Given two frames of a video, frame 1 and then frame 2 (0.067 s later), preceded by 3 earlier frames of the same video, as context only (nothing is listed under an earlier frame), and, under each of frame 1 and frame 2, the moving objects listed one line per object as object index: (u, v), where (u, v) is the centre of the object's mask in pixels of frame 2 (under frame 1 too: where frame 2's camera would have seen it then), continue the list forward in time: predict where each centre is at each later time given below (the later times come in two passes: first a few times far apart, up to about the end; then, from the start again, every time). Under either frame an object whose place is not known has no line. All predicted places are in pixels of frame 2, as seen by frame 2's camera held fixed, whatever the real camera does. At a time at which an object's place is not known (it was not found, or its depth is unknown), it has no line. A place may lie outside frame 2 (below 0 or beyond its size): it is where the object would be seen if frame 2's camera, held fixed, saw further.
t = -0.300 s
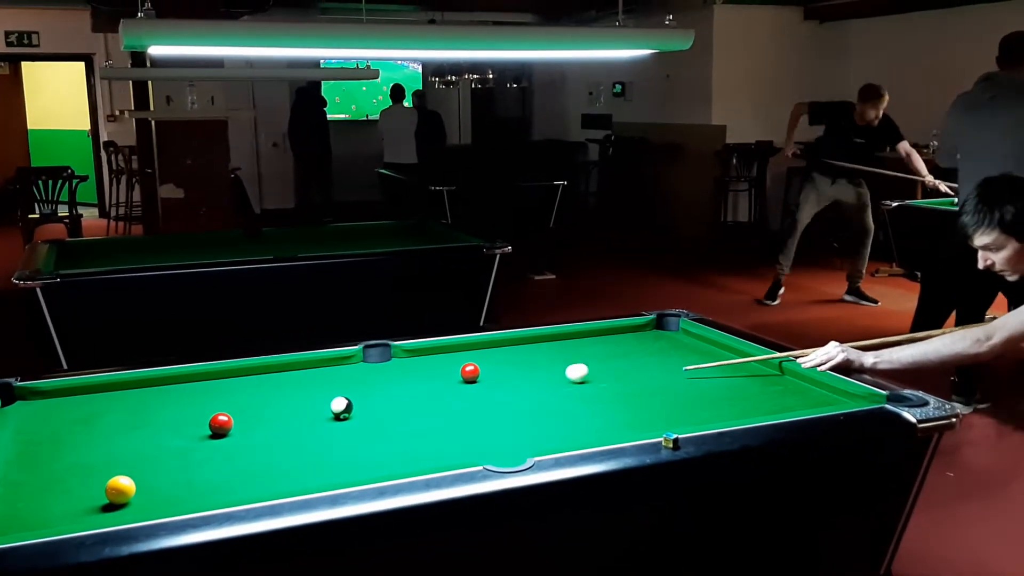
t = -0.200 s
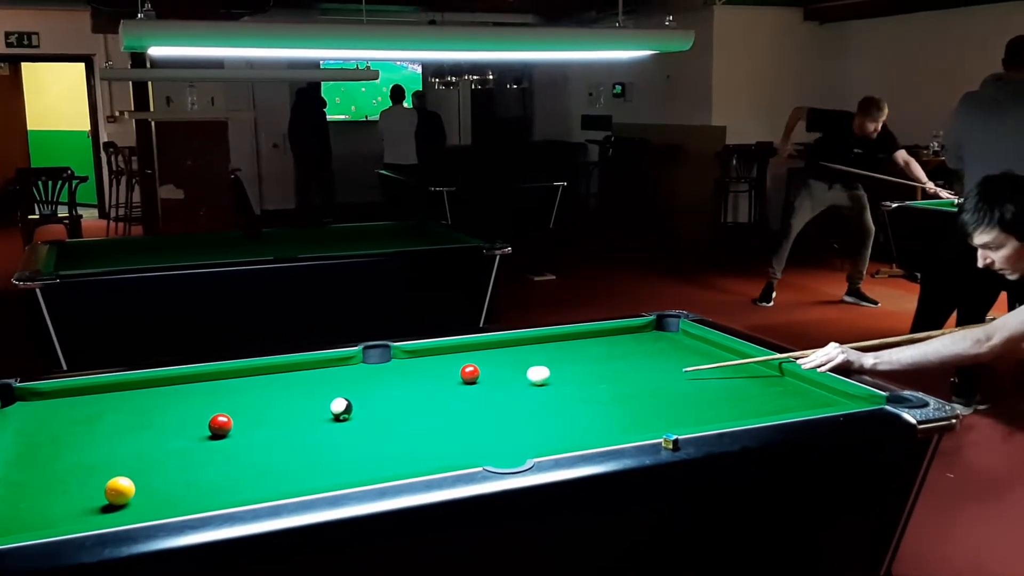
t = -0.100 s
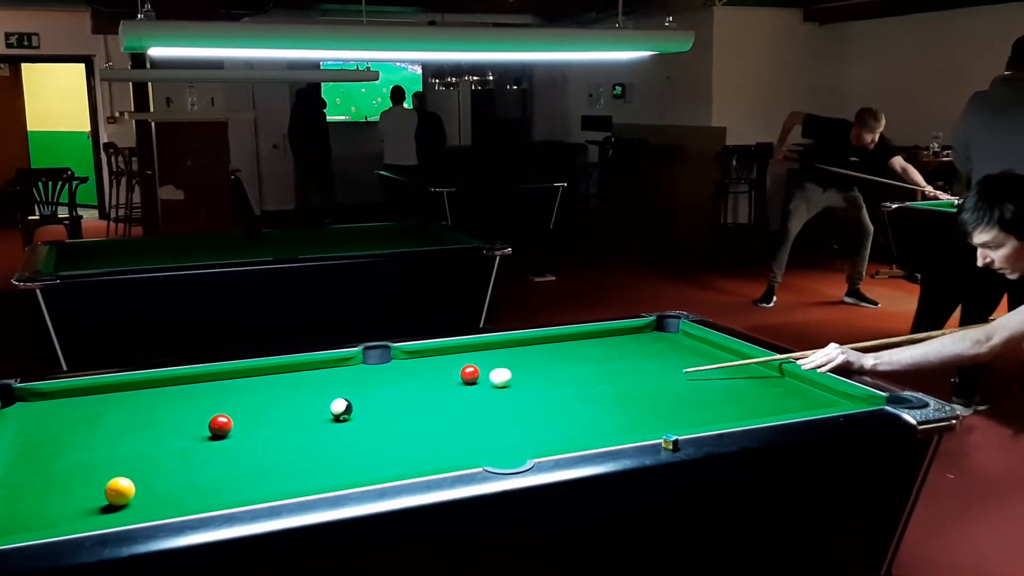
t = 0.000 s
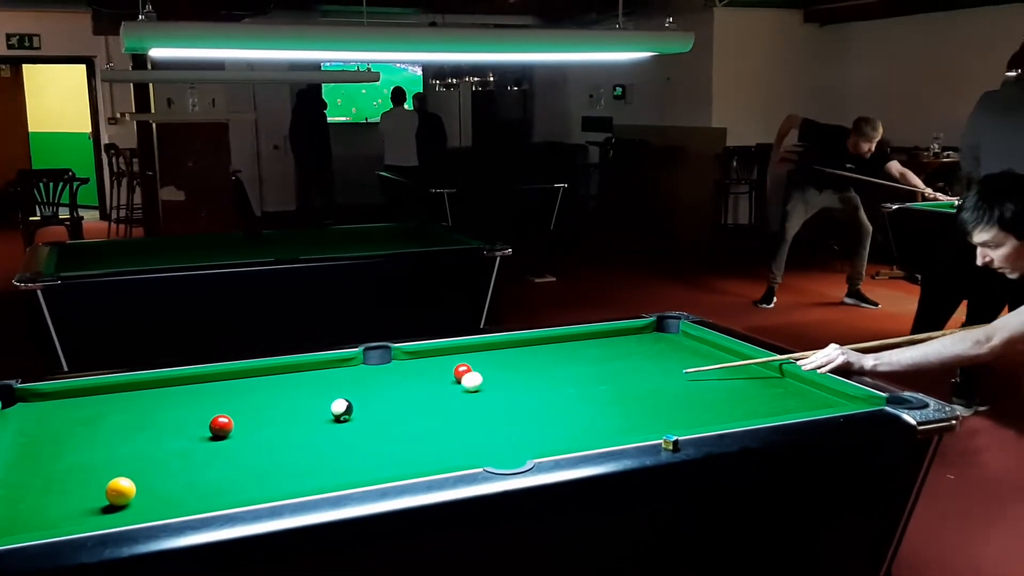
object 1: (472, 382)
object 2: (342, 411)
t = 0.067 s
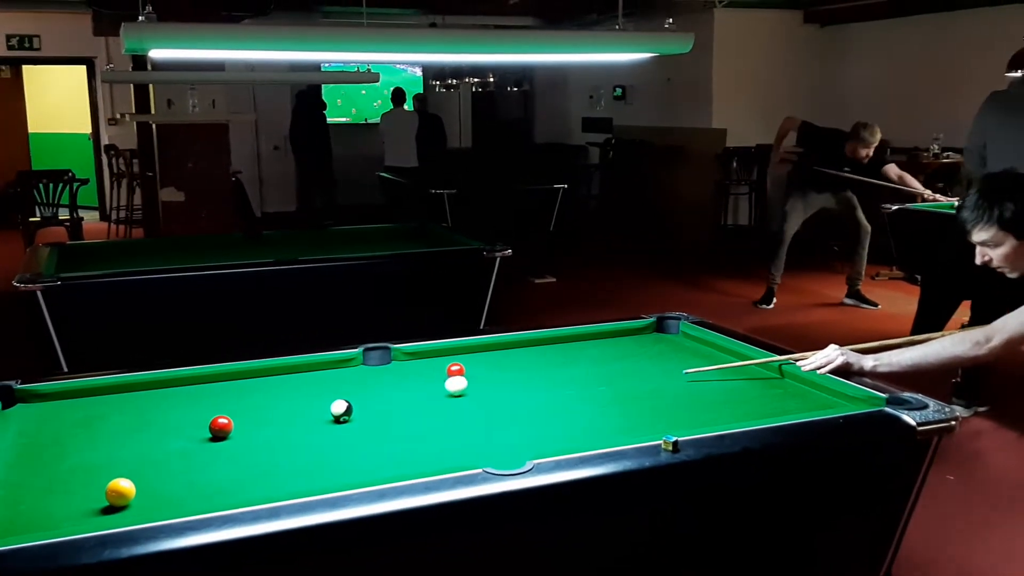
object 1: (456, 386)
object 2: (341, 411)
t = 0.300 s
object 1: (399, 398)
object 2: (342, 411)
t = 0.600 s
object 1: (357, 408)
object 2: (315, 417)
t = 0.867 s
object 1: (348, 410)
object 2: (273, 426)
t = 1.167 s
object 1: (340, 411)
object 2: (225, 435)
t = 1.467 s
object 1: (337, 412)
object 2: (179, 446)
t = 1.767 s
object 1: (335, 413)
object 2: (136, 456)
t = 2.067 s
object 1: (334, 413)
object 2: (92, 466)
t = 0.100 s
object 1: (448, 387)
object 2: (341, 411)
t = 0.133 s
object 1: (440, 389)
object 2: (341, 411)
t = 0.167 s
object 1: (432, 391)
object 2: (341, 411)
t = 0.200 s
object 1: (424, 393)
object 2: (342, 411)
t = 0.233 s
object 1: (416, 394)
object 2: (342, 411)
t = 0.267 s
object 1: (408, 396)
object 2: (342, 411)
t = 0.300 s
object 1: (399, 398)
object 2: (342, 411)
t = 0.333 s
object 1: (391, 400)
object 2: (342, 411)
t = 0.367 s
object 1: (382, 402)
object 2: (342, 411)
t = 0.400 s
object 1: (374, 404)
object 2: (342, 411)
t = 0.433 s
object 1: (365, 406)
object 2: (342, 411)
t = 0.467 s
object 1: (361, 407)
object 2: (337, 411)
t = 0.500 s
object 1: (361, 407)
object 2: (331, 413)
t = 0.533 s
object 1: (360, 407)
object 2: (325, 415)
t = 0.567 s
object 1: (358, 407)
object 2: (319, 416)
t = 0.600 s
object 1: (357, 408)
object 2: (315, 417)
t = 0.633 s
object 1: (356, 408)
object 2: (310, 417)
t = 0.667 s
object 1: (354, 408)
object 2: (304, 418)
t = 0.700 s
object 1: (353, 408)
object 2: (299, 420)
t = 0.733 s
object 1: (352, 409)
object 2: (293, 421)
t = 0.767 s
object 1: (351, 409)
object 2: (289, 422)
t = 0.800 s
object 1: (350, 409)
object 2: (284, 424)
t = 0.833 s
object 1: (349, 409)
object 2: (278, 425)
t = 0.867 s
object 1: (348, 410)
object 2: (273, 426)
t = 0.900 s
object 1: (347, 410)
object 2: (267, 427)
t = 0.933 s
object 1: (346, 410)
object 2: (261, 429)
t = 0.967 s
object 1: (345, 410)
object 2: (256, 430)
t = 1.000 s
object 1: (344, 410)
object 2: (251, 431)
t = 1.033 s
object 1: (343, 411)
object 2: (247, 432)
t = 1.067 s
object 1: (343, 411)
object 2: (242, 433)
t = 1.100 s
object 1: (342, 411)
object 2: (236, 434)
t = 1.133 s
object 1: (341, 411)
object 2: (230, 434)
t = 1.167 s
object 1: (340, 411)
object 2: (225, 435)
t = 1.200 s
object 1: (340, 411)
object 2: (221, 437)
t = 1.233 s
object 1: (339, 412)
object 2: (216, 439)
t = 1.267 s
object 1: (339, 412)
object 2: (211, 439)
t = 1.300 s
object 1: (338, 412)
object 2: (206, 440)
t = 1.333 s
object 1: (338, 412)
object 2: (200, 441)
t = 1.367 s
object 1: (338, 412)
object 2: (195, 443)
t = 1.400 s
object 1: (338, 412)
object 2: (190, 444)
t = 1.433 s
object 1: (337, 412)
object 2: (185, 446)
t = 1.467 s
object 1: (337, 412)
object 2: (179, 446)
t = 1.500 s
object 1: (337, 412)
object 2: (175, 448)
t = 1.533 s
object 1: (336, 413)
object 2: (170, 449)
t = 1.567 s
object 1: (336, 413)
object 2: (165, 450)
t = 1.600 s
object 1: (336, 413)
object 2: (160, 448)
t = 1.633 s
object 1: (336, 413)
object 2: (154, 450)
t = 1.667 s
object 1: (335, 413)
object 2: (149, 452)
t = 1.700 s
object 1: (336, 413)
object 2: (145, 454)
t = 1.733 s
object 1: (335, 413)
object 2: (141, 456)
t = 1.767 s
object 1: (335, 413)
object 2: (136, 456)
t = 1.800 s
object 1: (335, 413)
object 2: (131, 457)
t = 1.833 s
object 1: (335, 413)
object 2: (126, 458)
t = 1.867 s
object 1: (335, 413)
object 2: (121, 459)
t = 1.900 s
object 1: (335, 413)
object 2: (115, 460)
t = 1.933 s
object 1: (335, 413)
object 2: (110, 462)
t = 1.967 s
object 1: (335, 413)
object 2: (106, 463)
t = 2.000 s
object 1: (335, 413)
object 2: (101, 464)
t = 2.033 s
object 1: (335, 413)
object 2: (96, 465)
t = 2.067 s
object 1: (334, 413)
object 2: (92, 466)
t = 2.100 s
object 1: (334, 413)
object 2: (87, 467)
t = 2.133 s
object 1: (334, 413)
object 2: (82, 468)
